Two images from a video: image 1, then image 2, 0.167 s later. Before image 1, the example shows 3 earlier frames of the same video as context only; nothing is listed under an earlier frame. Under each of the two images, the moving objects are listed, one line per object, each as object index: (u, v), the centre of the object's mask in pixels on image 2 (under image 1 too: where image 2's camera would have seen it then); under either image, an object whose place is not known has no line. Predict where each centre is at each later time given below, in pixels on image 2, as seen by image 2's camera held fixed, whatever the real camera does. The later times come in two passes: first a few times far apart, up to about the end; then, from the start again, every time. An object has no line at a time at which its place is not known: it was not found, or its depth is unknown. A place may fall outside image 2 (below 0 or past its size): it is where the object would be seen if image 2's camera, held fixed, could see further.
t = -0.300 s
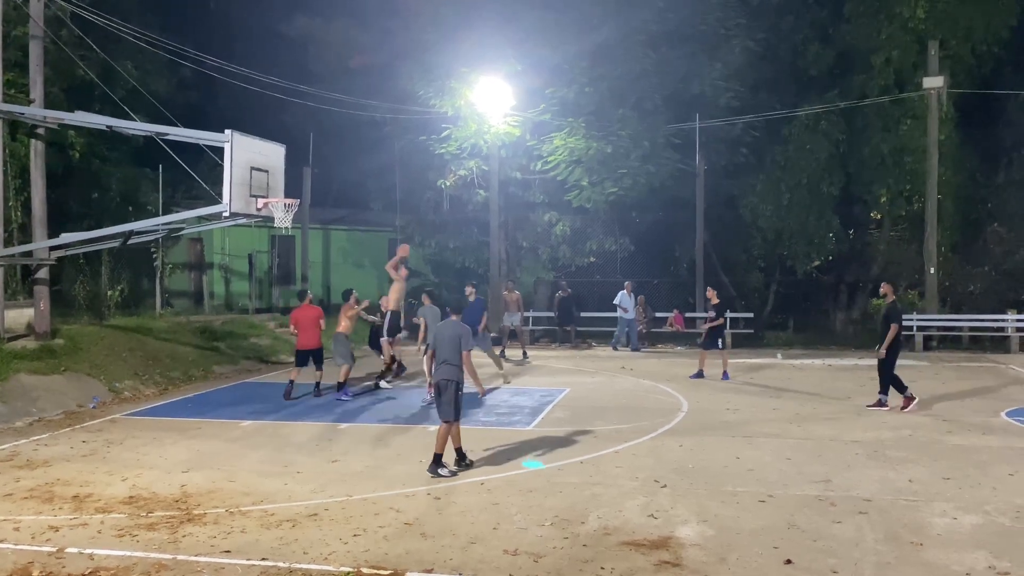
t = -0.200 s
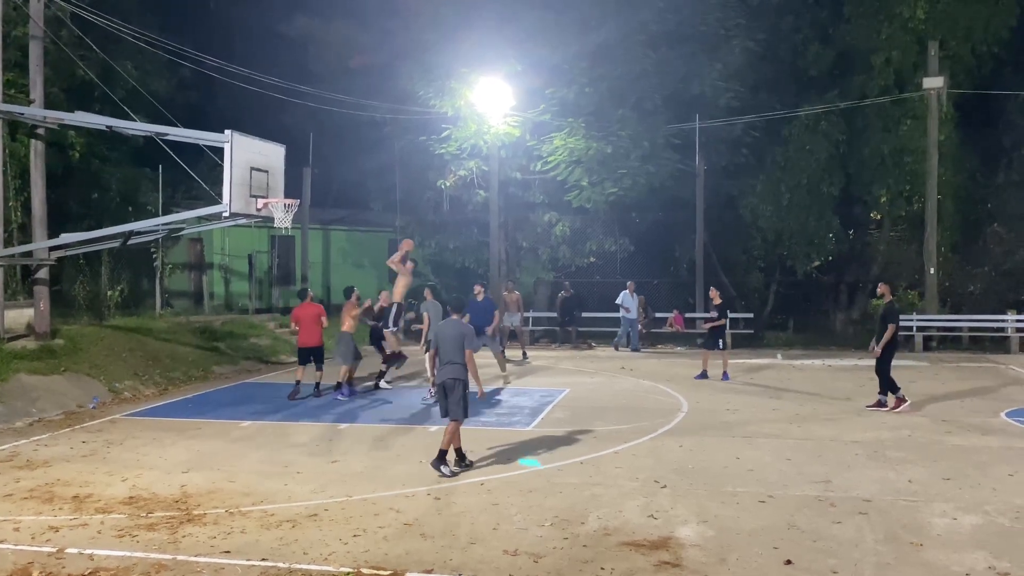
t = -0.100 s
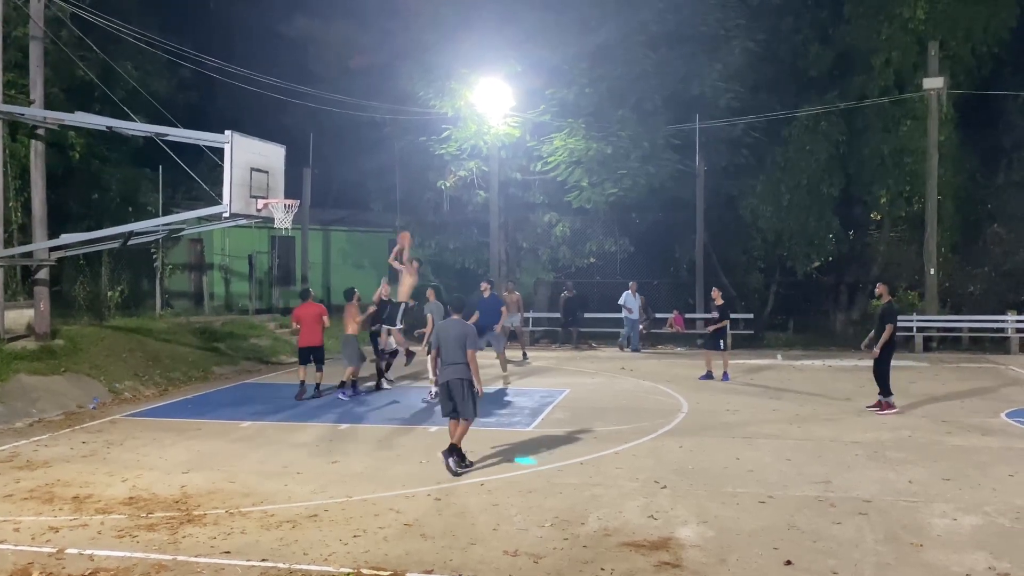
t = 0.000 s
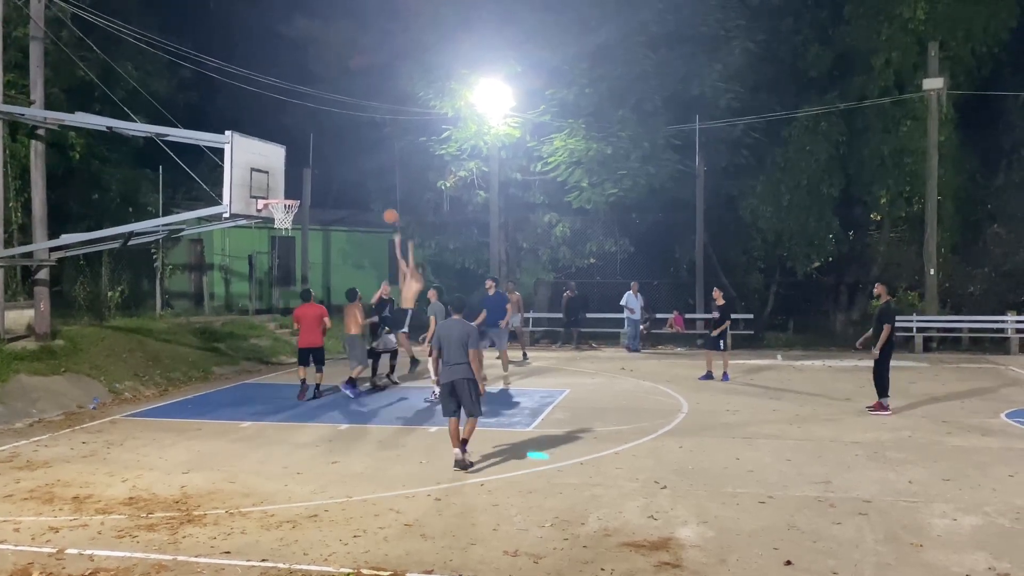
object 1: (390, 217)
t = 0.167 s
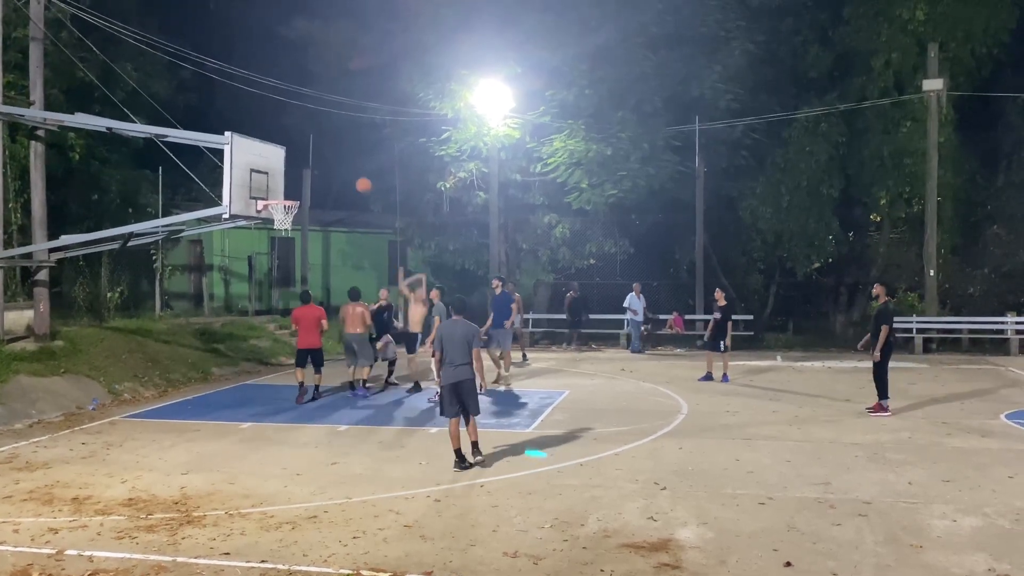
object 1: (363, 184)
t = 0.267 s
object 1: (348, 174)
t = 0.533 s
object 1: (304, 175)
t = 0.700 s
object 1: (277, 196)
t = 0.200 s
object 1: (358, 180)
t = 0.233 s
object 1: (353, 177)
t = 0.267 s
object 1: (348, 174)
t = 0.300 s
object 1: (342, 172)
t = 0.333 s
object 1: (337, 170)
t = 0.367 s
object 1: (331, 169)
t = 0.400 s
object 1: (326, 169)
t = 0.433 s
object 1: (320, 169)
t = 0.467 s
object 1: (315, 171)
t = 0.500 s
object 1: (309, 172)
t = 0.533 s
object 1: (304, 175)
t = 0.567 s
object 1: (298, 178)
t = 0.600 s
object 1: (293, 182)
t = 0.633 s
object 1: (288, 187)
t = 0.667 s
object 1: (282, 192)
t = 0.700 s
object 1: (277, 196)
